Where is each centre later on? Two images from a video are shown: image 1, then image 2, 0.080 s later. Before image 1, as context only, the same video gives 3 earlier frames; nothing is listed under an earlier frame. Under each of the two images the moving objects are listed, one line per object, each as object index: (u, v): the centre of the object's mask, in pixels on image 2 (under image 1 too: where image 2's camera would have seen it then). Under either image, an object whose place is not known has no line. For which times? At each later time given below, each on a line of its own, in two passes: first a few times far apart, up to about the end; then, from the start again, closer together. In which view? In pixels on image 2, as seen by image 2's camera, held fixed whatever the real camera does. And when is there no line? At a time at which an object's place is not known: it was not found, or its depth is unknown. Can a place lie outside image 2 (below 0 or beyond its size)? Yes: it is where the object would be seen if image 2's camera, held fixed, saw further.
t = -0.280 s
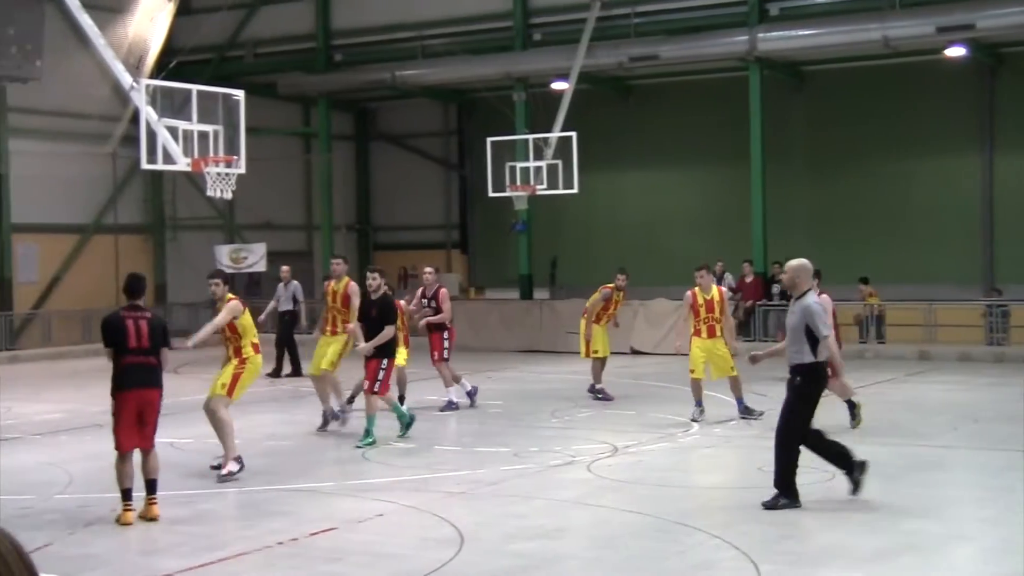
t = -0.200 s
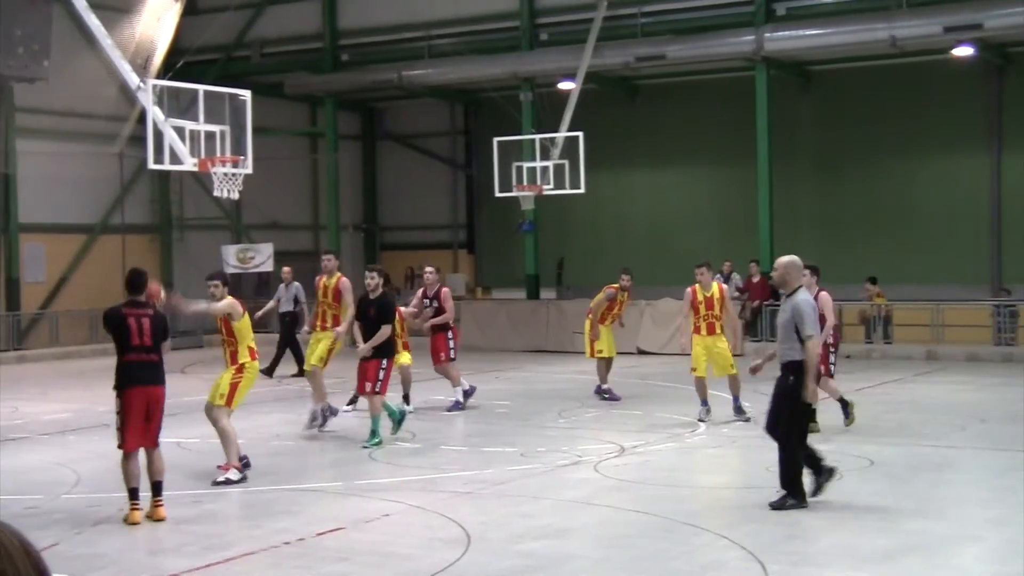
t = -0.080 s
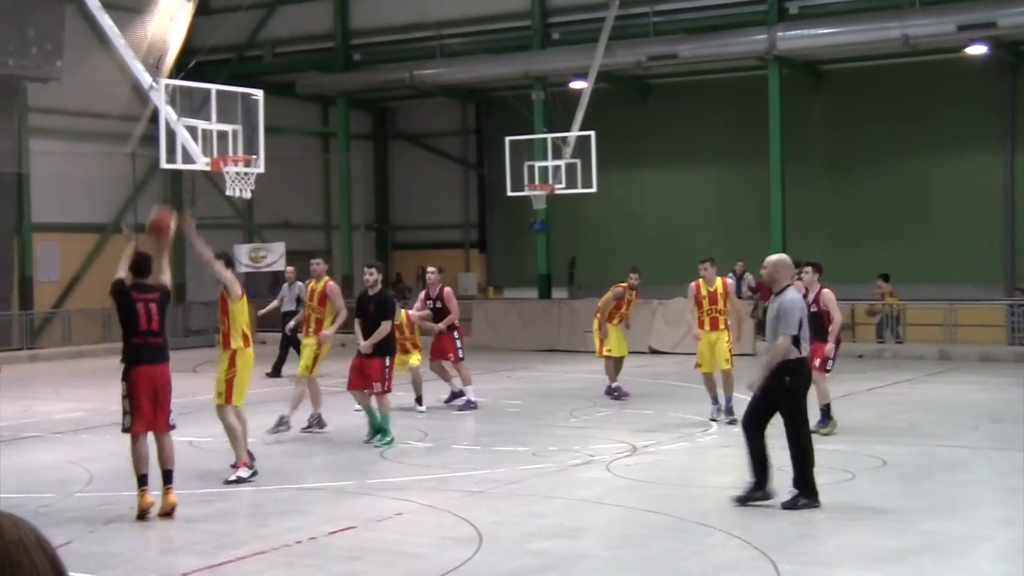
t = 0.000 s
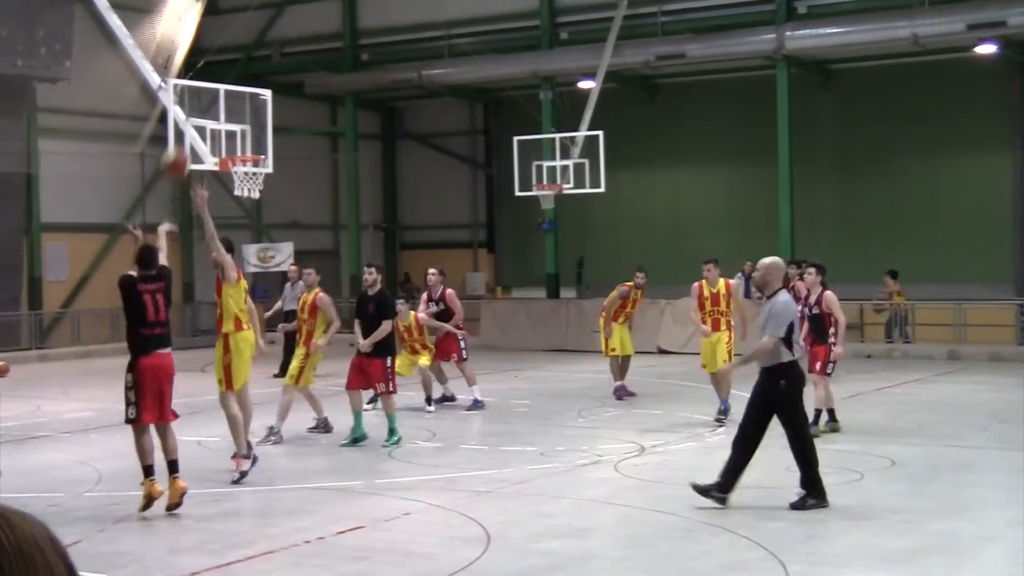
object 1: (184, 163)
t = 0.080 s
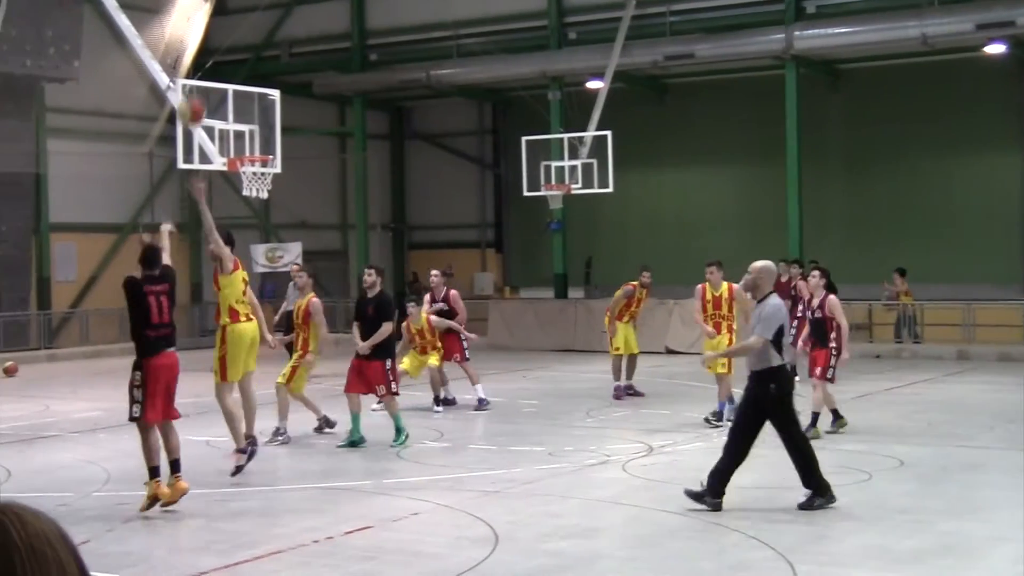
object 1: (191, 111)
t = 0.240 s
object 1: (204, 43)
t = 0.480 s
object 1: (220, 7)
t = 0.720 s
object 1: (233, 21)
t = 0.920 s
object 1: (244, 72)
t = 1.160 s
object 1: (255, 147)
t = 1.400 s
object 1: (259, 124)
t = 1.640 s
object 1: (273, 120)
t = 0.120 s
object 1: (195, 90)
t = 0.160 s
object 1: (200, 70)
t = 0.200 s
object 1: (202, 56)
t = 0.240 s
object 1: (204, 43)
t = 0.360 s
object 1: (213, 13)
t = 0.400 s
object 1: (215, 10)
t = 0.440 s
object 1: (217, 8)
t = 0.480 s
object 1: (220, 7)
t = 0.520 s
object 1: (223, 7)
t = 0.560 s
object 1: (225, 7)
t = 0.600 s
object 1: (225, 8)
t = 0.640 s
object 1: (228, 10)
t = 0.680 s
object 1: (231, 14)
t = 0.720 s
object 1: (233, 21)
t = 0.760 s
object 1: (235, 27)
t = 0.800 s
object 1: (237, 37)
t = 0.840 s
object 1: (239, 48)
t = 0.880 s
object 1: (242, 59)
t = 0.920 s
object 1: (244, 72)
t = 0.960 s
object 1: (245, 85)
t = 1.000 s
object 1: (247, 100)
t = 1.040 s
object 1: (250, 113)
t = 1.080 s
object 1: (252, 129)
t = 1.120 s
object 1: (254, 147)
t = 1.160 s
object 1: (255, 147)
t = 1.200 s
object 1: (257, 148)
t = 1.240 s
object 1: (258, 147)
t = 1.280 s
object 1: (260, 141)
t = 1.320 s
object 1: (259, 134)
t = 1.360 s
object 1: (259, 128)
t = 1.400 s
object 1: (259, 124)
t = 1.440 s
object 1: (259, 122)
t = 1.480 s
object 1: (261, 119)
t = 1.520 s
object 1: (264, 118)
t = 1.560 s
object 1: (266, 117)
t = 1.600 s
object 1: (269, 118)
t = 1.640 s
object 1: (273, 120)
